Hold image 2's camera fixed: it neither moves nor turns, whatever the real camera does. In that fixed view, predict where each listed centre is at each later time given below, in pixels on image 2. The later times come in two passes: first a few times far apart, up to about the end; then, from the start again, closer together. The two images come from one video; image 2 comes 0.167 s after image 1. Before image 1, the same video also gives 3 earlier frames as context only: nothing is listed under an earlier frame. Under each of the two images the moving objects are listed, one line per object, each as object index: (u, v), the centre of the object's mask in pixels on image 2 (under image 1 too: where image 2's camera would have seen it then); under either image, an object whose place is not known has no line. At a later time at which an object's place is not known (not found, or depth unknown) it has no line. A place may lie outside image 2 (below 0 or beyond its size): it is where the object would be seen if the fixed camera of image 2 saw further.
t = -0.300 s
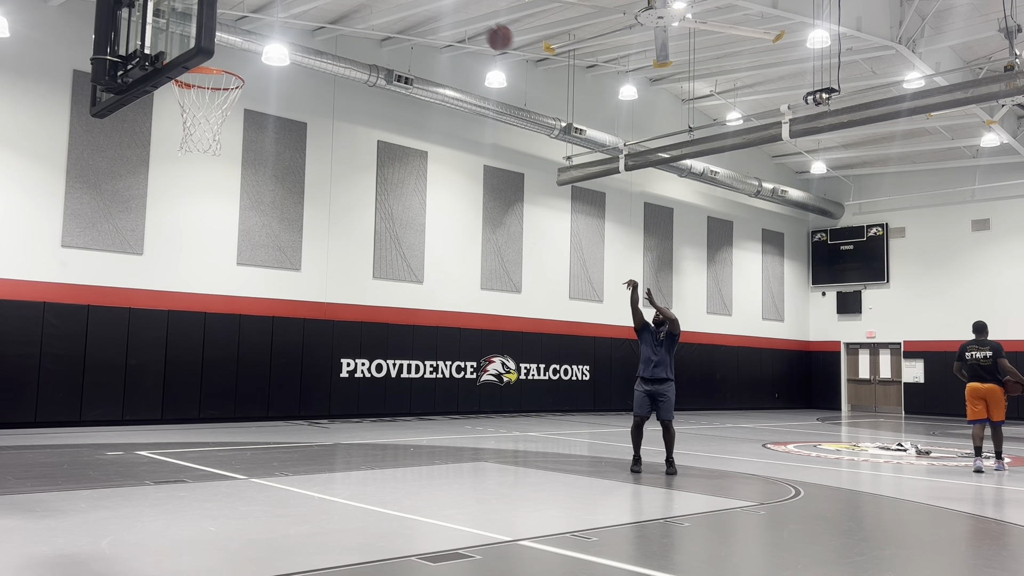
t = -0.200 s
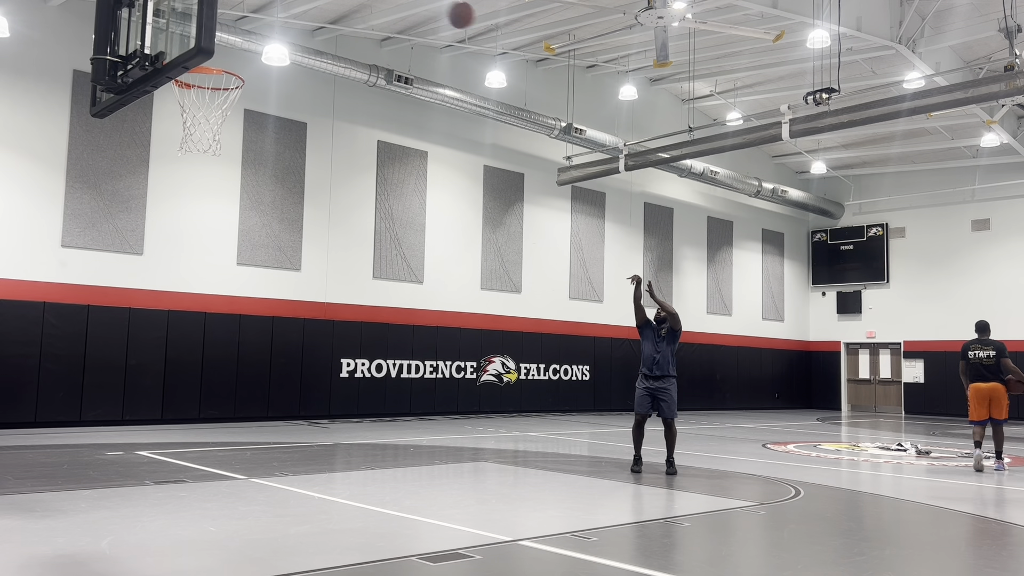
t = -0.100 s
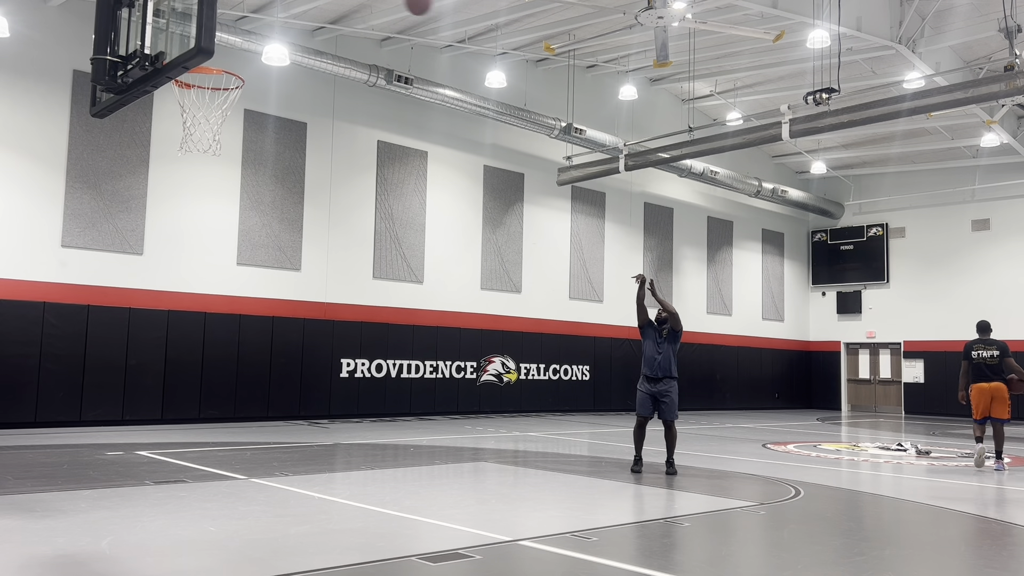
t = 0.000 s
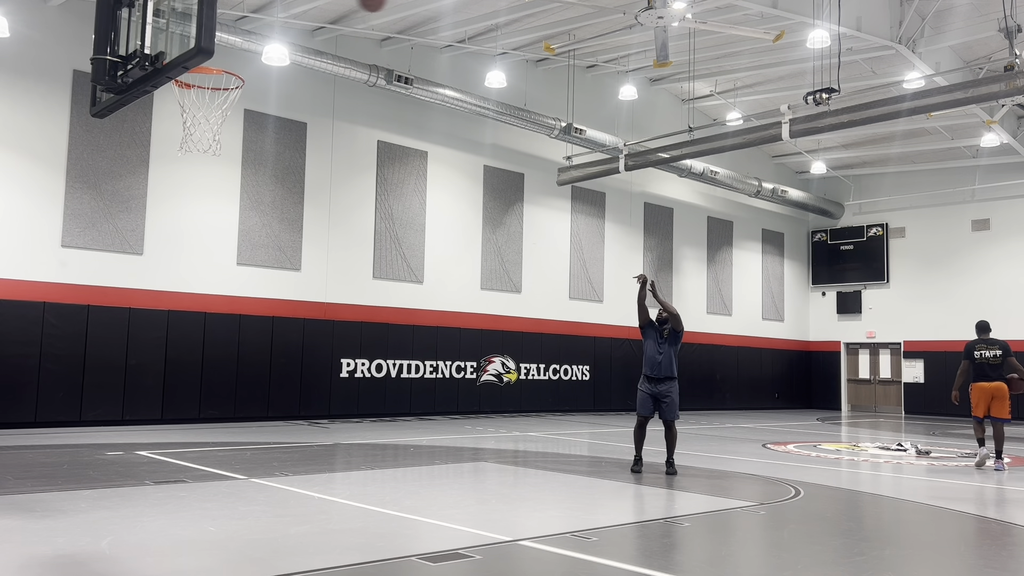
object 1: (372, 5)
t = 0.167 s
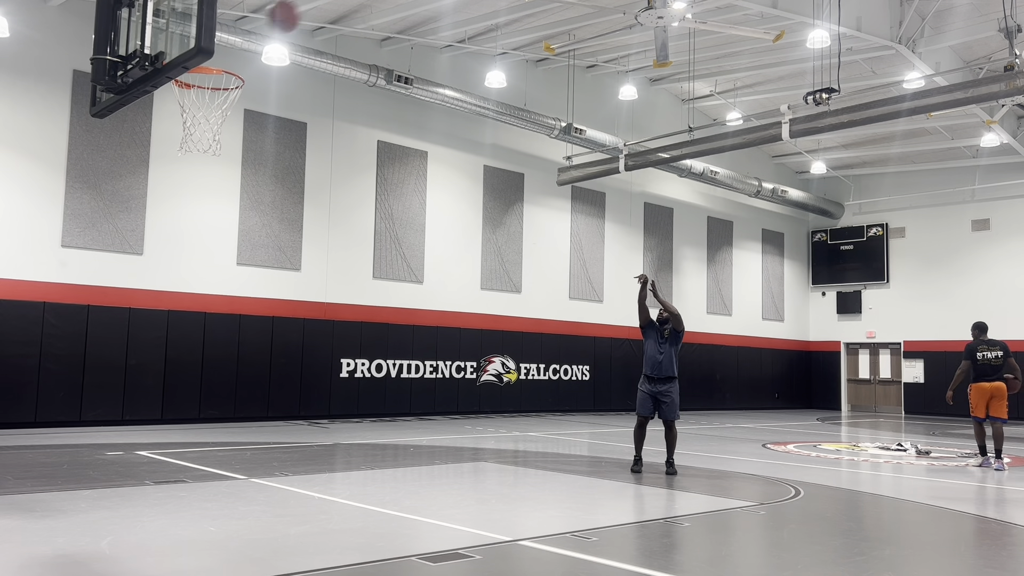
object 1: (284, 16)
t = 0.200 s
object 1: (264, 24)
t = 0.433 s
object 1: (207, 87)
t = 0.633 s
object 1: (186, 109)
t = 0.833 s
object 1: (198, 145)
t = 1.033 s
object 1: (206, 243)
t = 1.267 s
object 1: (211, 438)
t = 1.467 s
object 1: (228, 410)
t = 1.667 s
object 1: (250, 303)
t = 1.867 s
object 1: (268, 256)
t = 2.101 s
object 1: (285, 277)
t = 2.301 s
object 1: (296, 360)
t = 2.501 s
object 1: (301, 499)
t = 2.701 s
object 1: (321, 405)
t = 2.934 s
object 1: (339, 348)
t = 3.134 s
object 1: (352, 361)
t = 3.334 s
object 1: (362, 429)
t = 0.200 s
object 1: (264, 24)
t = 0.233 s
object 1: (244, 34)
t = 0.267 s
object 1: (226, 48)
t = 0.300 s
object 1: (213, 62)
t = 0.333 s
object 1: (194, 81)
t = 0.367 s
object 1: (216, 77)
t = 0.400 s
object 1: (216, 81)
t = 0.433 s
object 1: (207, 87)
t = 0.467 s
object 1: (200, 89)
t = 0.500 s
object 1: (196, 91)
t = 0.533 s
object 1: (192, 95)
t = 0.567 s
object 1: (188, 100)
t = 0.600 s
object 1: (186, 105)
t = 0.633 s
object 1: (186, 109)
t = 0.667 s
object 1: (187, 112)
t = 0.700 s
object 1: (190, 118)
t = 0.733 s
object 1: (192, 122)
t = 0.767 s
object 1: (194, 127)
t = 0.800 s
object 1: (196, 135)
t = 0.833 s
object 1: (198, 145)
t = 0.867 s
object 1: (199, 158)
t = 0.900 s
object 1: (201, 171)
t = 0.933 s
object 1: (202, 186)
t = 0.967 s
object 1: (203, 203)
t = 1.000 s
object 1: (205, 222)
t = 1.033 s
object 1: (206, 243)
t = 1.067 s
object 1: (207, 266)
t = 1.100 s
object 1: (208, 291)
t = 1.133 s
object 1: (209, 318)
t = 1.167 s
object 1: (210, 346)
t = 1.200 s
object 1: (210, 377)
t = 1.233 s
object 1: (211, 405)
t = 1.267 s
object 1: (211, 438)
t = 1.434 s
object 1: (223, 435)
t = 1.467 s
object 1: (228, 410)
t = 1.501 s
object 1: (231, 390)
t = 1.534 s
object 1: (235, 369)
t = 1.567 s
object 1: (239, 350)
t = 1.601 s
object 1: (243, 332)
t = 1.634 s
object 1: (247, 317)
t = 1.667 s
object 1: (250, 303)
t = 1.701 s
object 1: (253, 290)
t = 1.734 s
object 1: (257, 280)
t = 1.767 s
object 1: (260, 271)
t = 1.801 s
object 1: (263, 264)
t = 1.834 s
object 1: (266, 259)
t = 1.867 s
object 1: (268, 256)
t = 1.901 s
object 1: (271, 254)
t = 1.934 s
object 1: (274, 254)
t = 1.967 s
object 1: (276, 256)
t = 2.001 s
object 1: (278, 259)
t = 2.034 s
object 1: (281, 263)
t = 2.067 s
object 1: (283, 269)
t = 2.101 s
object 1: (285, 277)
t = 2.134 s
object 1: (287, 287)
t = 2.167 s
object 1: (289, 299)
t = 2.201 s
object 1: (291, 313)
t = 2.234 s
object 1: (293, 326)
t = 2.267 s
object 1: (294, 342)
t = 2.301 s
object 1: (296, 360)
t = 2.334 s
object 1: (297, 379)
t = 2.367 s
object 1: (298, 399)
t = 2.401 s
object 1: (299, 420)
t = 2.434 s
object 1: (300, 446)
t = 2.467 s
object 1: (301, 469)
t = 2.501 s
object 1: (301, 499)
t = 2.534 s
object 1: (304, 499)
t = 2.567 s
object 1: (308, 474)
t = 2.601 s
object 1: (311, 456)
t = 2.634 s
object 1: (315, 437)
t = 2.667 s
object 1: (318, 419)
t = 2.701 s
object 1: (321, 405)
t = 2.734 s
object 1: (323, 393)
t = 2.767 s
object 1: (326, 382)
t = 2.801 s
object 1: (329, 372)
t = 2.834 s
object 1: (331, 364)
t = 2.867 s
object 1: (335, 356)
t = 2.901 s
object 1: (337, 352)
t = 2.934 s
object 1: (339, 348)
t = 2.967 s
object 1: (342, 346)
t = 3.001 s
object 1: (344, 346)
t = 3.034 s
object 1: (346, 347)
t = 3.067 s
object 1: (348, 350)
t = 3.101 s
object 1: (350, 354)
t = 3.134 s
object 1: (352, 361)
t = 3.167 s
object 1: (354, 369)
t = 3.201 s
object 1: (356, 379)
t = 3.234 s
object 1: (358, 389)
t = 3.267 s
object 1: (359, 400)
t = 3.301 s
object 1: (361, 413)
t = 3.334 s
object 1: (362, 429)
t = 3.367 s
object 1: (363, 447)
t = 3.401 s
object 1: (365, 465)
